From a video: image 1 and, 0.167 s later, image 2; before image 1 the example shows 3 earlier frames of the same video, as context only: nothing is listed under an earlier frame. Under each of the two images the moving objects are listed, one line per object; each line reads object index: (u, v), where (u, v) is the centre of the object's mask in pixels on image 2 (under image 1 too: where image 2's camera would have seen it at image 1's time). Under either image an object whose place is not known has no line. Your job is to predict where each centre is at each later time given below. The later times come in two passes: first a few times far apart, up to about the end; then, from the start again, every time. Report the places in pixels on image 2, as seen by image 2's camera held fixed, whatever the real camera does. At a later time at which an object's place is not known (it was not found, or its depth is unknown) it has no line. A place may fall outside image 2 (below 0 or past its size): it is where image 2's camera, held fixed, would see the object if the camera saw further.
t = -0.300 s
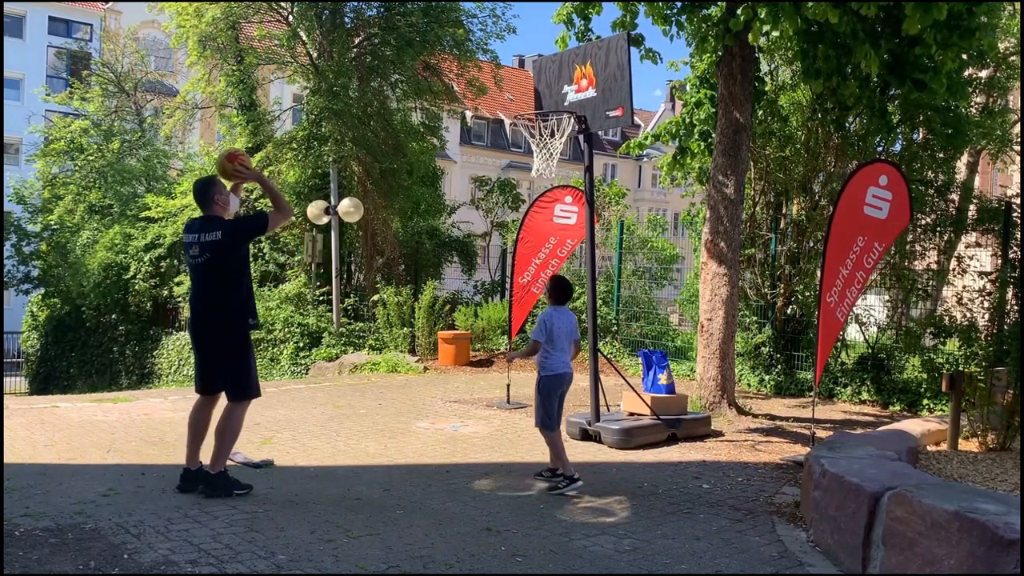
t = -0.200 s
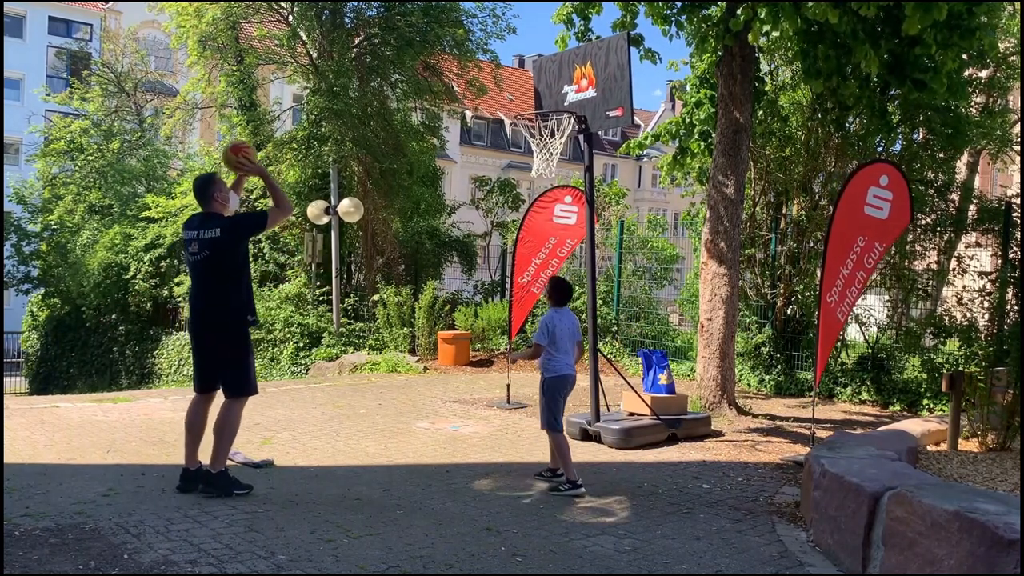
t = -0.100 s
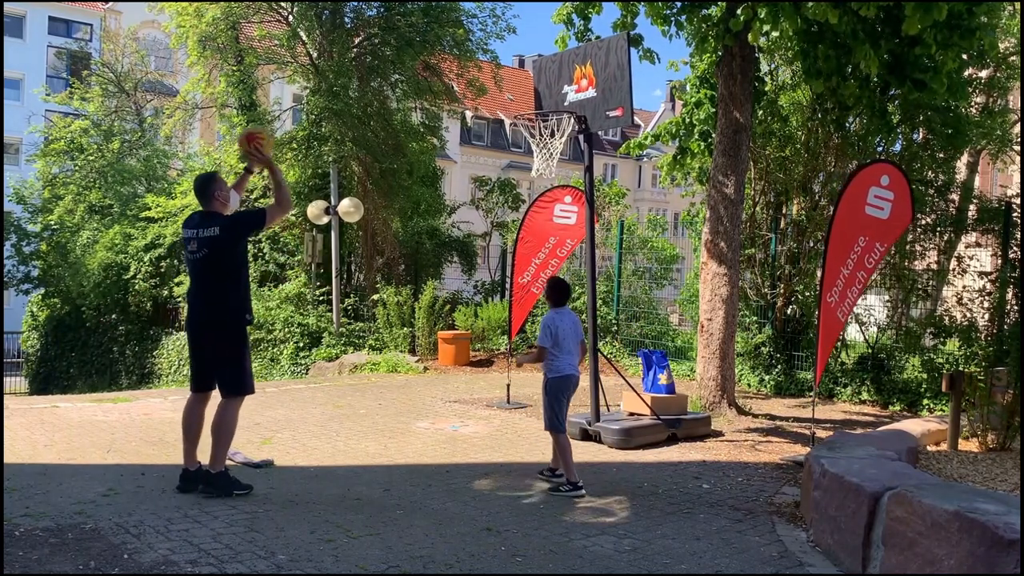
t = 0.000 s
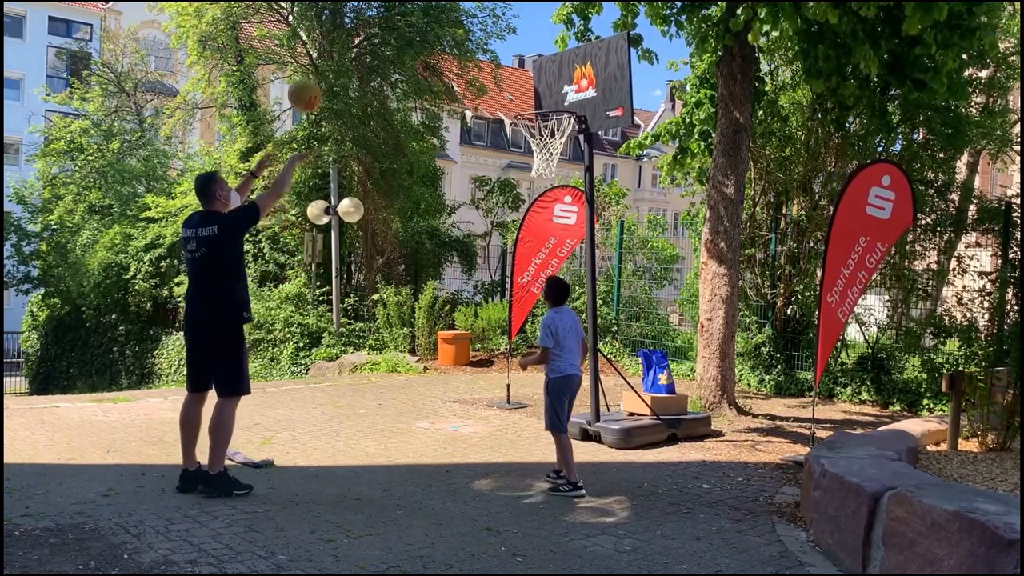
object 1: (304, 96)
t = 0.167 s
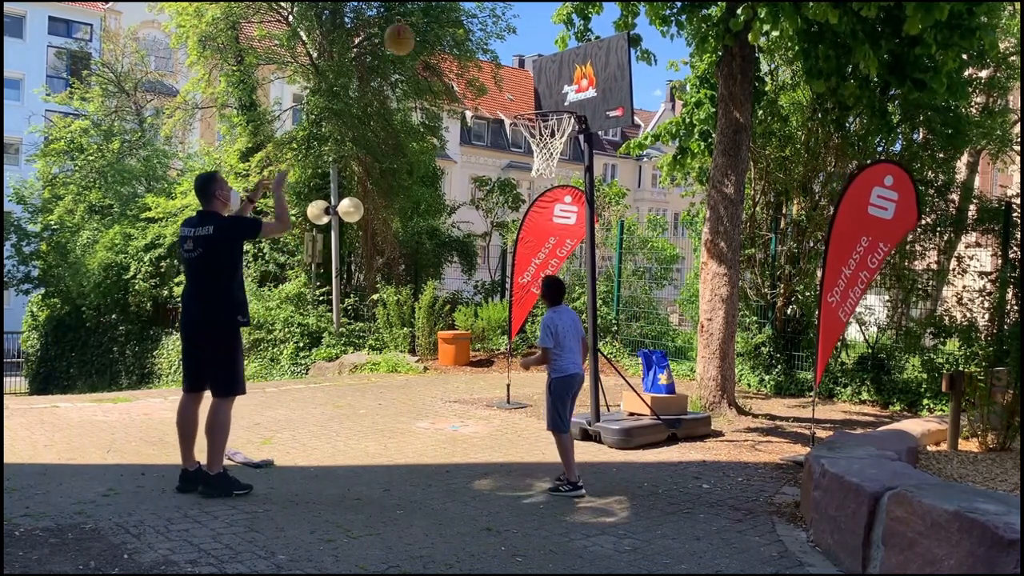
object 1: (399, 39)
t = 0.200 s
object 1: (416, 33)
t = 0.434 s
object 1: (520, 37)
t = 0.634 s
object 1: (550, 89)
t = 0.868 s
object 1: (525, 148)
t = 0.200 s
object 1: (416, 33)
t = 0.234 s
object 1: (433, 29)
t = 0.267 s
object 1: (449, 26)
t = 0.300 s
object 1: (463, 25)
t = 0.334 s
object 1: (478, 25)
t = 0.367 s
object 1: (493, 28)
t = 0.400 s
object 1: (507, 32)
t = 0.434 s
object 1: (520, 37)
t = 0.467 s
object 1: (533, 43)
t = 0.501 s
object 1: (546, 51)
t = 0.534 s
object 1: (558, 59)
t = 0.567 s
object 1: (565, 68)
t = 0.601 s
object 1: (557, 78)
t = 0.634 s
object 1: (550, 89)
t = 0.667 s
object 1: (542, 100)
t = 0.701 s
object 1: (534, 117)
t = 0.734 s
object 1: (529, 130)
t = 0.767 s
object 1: (526, 135)
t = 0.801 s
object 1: (526, 140)
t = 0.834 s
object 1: (525, 143)
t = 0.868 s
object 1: (525, 148)
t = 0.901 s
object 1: (525, 153)
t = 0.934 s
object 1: (527, 159)
